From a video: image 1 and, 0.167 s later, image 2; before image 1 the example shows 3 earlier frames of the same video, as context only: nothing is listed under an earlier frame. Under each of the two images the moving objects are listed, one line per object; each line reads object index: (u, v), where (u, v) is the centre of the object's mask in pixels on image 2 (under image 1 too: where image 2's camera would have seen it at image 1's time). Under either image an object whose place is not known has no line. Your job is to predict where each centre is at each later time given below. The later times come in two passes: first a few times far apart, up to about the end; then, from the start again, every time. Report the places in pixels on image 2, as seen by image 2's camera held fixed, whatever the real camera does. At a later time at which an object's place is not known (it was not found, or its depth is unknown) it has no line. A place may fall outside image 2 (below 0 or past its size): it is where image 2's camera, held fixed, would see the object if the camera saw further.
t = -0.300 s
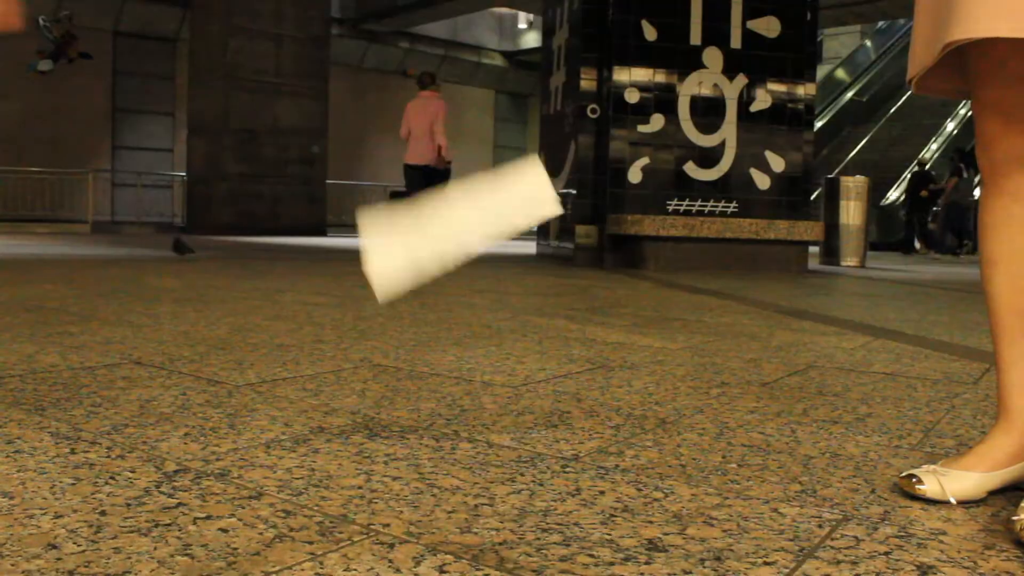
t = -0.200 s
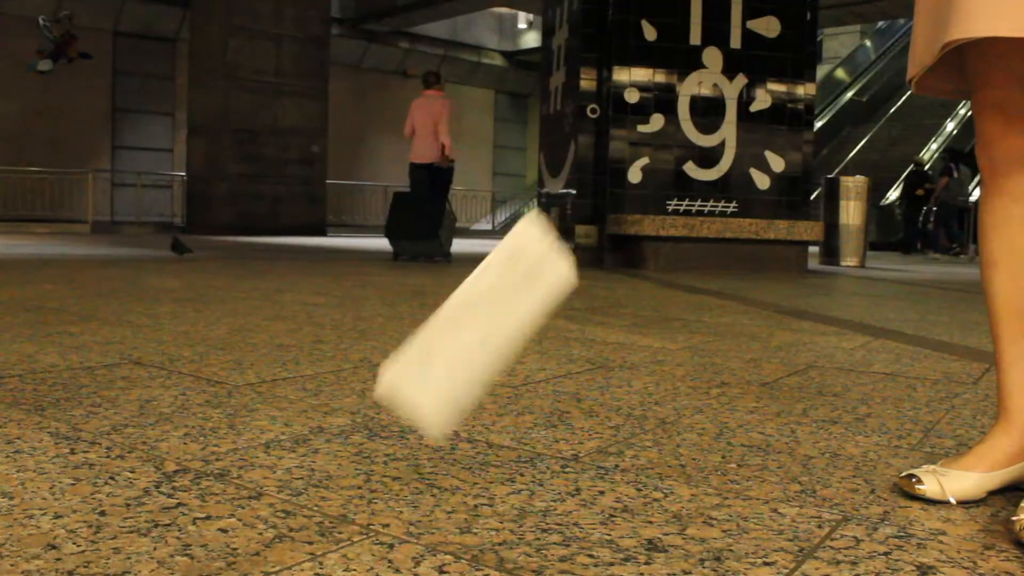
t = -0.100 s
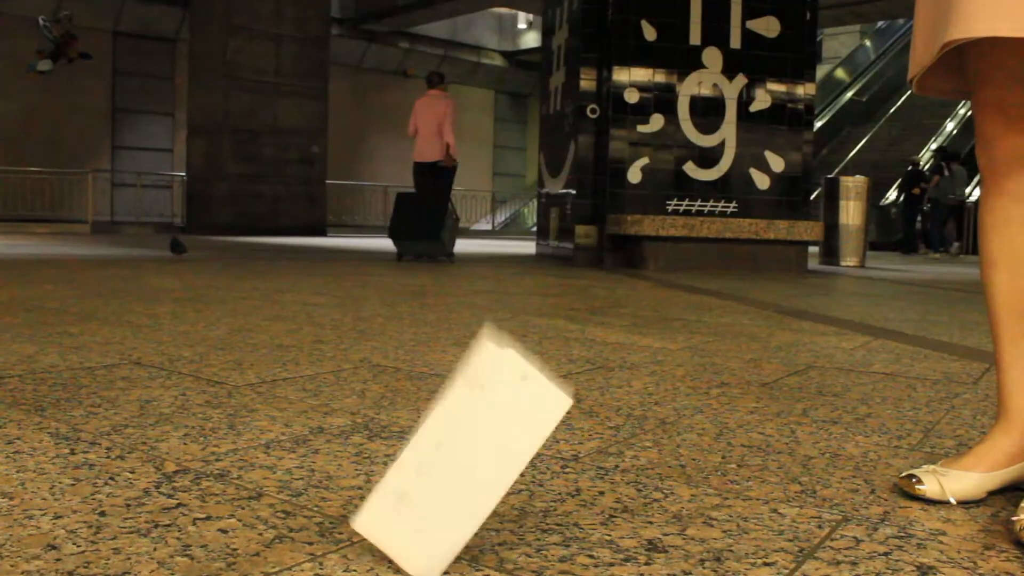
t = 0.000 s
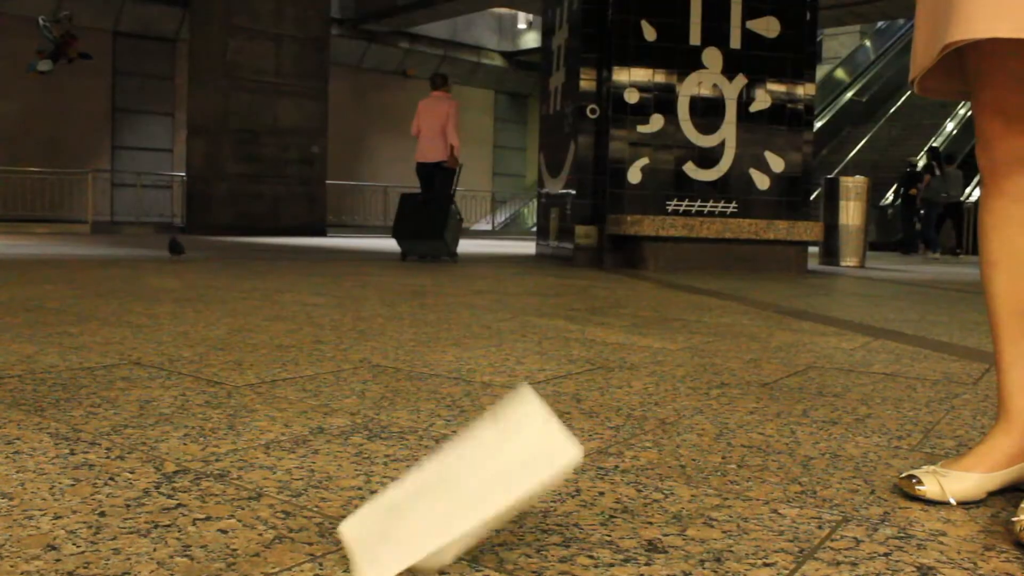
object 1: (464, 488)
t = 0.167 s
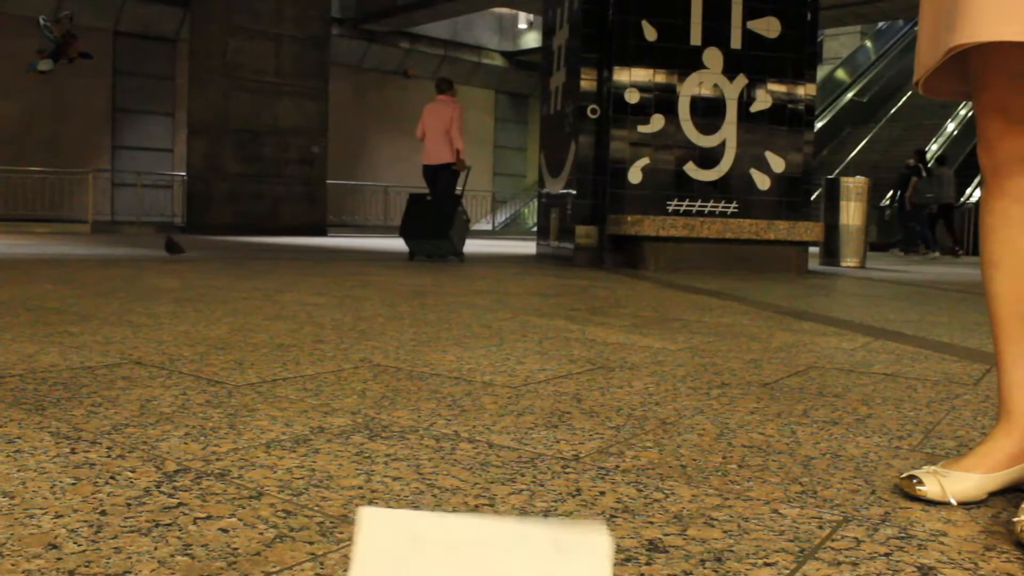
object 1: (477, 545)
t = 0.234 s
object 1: (476, 554)
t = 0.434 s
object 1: (483, 559)
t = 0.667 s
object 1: (483, 559)
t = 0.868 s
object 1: (483, 560)
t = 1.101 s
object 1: (483, 560)
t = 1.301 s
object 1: (483, 561)
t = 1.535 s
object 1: (484, 563)
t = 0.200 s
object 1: (475, 550)
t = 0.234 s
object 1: (476, 554)
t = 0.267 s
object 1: (476, 557)
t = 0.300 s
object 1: (481, 559)
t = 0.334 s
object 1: (483, 559)
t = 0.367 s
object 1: (483, 559)
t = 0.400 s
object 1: (483, 559)
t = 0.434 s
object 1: (483, 559)
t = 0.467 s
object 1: (483, 559)
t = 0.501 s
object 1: (483, 559)
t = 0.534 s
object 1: (483, 559)
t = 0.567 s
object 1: (483, 559)
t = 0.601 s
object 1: (483, 559)
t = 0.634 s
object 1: (483, 559)
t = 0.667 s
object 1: (483, 559)
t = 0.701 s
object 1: (483, 559)
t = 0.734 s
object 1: (483, 560)
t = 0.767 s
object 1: (483, 560)
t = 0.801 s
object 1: (483, 560)
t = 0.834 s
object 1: (483, 560)
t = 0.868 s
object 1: (483, 560)
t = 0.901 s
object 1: (483, 561)
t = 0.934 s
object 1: (483, 560)
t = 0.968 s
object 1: (483, 560)
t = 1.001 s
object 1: (483, 560)
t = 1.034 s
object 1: (483, 561)
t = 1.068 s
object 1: (483, 560)
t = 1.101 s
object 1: (483, 560)
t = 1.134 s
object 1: (483, 561)
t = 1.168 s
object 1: (483, 561)
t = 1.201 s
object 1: (483, 561)
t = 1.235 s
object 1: (483, 561)
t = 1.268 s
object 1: (483, 561)
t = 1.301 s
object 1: (483, 561)
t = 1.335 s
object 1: (483, 561)
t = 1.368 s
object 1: (483, 561)
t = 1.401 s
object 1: (483, 562)
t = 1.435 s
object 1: (483, 562)
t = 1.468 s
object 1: (483, 562)
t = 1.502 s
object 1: (484, 562)
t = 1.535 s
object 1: (484, 563)
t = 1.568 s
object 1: (484, 563)
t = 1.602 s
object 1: (484, 564)
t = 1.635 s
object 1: (484, 564)
